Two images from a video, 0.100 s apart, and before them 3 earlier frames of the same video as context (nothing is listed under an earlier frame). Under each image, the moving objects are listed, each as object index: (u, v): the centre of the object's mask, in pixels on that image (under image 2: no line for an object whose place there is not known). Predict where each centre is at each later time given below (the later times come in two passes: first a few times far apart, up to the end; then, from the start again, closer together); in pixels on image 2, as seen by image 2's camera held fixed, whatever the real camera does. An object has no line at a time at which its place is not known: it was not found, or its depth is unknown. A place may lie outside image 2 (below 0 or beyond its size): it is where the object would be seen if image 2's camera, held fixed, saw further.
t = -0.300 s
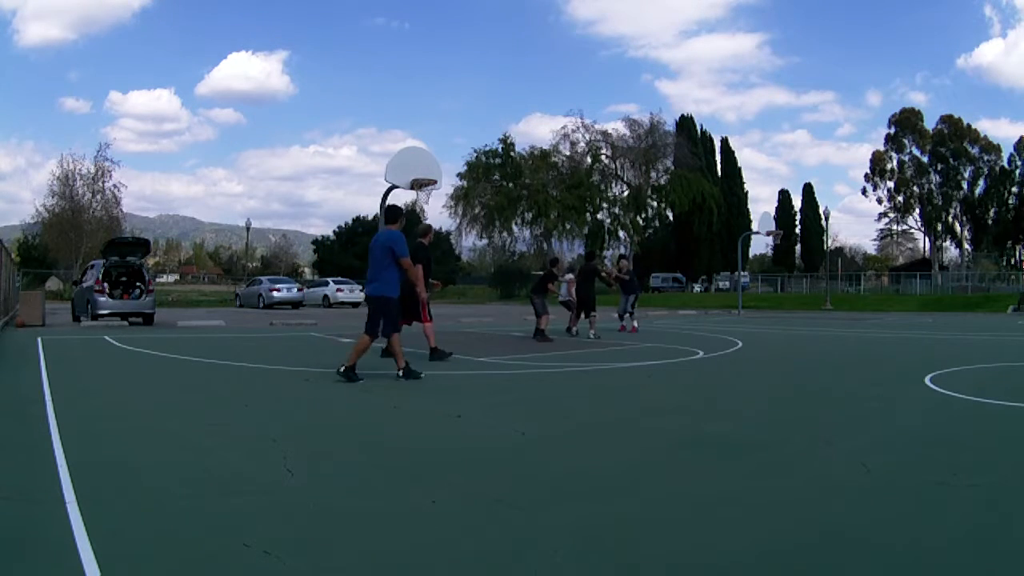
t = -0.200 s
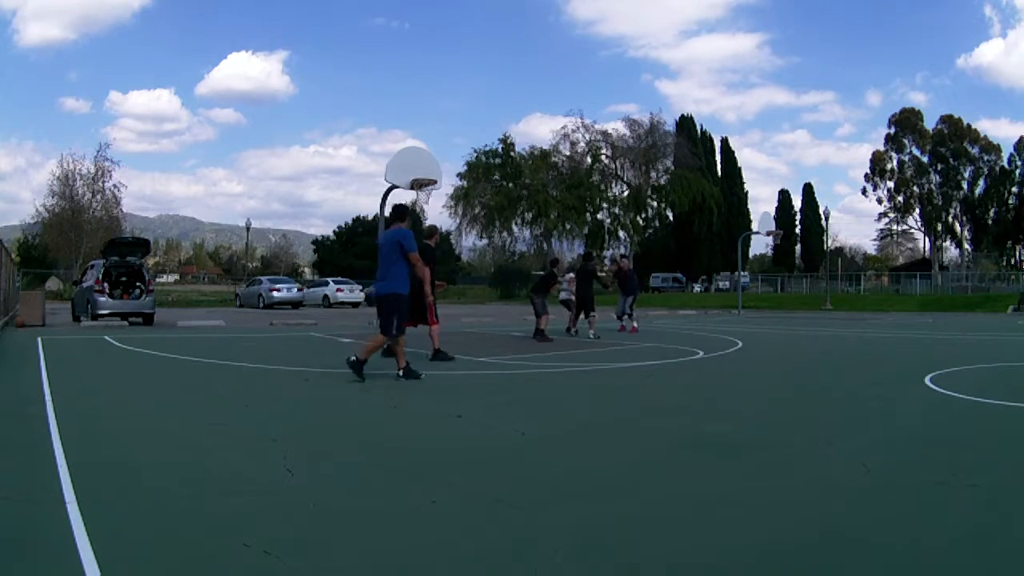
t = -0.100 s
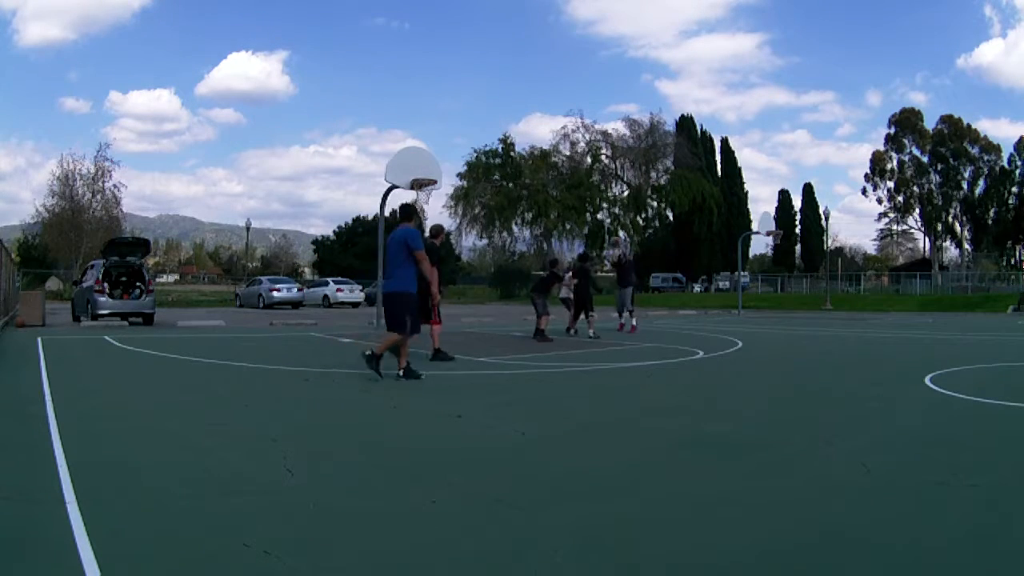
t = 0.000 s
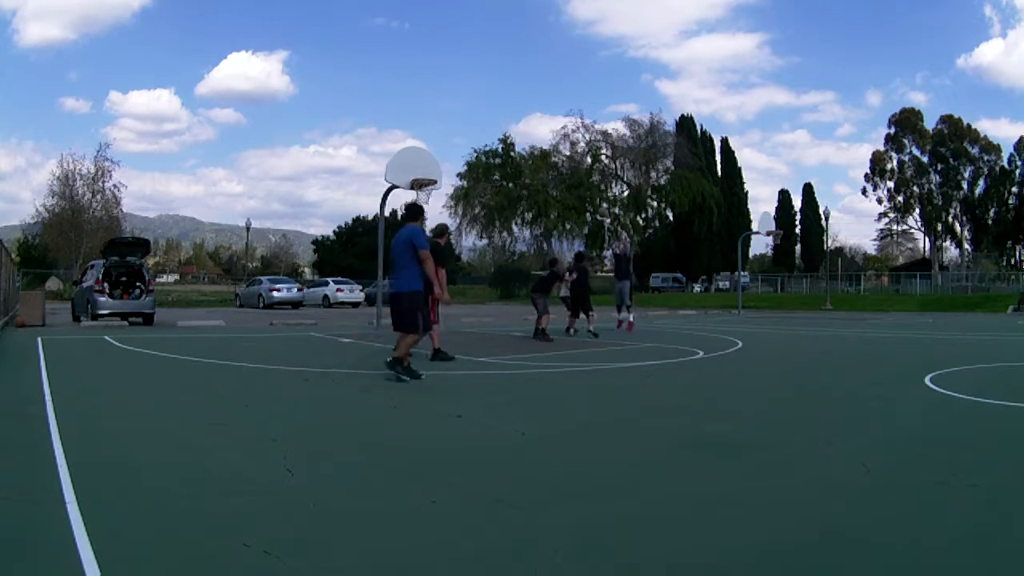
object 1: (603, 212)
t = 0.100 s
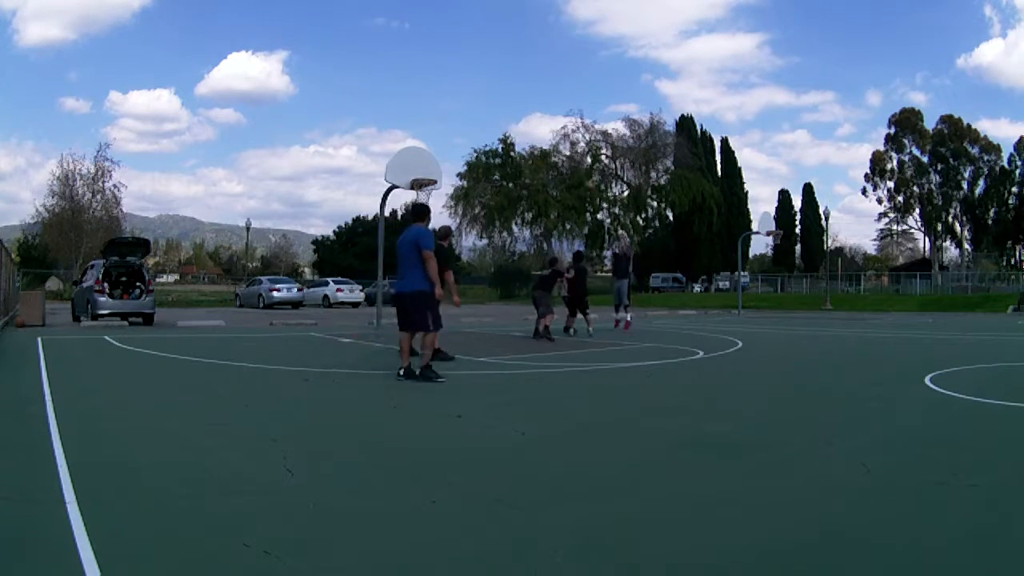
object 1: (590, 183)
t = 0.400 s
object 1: (547, 133)
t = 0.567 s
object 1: (524, 120)
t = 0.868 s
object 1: (480, 127)
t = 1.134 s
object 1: (439, 170)
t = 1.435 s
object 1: (407, 140)
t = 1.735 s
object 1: (374, 141)
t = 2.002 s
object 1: (343, 182)
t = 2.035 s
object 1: (339, 189)
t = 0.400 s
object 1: (547, 133)
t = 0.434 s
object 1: (543, 129)
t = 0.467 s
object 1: (538, 126)
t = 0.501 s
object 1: (533, 123)
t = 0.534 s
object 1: (528, 121)
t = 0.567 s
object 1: (524, 120)
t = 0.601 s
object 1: (519, 118)
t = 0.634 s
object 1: (514, 118)
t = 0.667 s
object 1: (509, 118)
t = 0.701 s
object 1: (504, 118)
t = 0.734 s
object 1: (499, 119)
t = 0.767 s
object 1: (495, 120)
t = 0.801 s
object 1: (490, 122)
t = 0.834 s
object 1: (484, 124)
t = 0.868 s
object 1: (480, 127)
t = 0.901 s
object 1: (475, 130)
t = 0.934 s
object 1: (469, 134)
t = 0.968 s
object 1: (464, 139)
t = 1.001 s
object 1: (459, 144)
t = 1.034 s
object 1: (454, 150)
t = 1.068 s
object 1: (449, 156)
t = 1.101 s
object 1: (444, 163)
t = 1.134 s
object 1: (439, 170)
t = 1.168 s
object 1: (434, 175)
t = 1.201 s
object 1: (430, 169)
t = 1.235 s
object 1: (427, 164)
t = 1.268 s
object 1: (424, 158)
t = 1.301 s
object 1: (421, 153)
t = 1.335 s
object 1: (417, 150)
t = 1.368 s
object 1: (414, 146)
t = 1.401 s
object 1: (411, 143)
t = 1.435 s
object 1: (407, 140)
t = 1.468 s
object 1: (404, 138)
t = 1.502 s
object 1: (400, 136)
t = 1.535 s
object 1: (397, 135)
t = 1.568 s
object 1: (393, 135)
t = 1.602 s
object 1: (390, 135)
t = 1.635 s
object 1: (386, 136)
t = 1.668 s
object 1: (382, 137)
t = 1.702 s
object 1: (378, 139)
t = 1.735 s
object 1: (374, 141)
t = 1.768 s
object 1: (371, 144)
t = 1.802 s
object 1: (367, 148)
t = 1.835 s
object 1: (363, 152)
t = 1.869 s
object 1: (359, 157)
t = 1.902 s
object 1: (355, 162)
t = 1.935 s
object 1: (351, 168)
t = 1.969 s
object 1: (347, 174)
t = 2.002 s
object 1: (343, 182)
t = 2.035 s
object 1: (339, 189)
